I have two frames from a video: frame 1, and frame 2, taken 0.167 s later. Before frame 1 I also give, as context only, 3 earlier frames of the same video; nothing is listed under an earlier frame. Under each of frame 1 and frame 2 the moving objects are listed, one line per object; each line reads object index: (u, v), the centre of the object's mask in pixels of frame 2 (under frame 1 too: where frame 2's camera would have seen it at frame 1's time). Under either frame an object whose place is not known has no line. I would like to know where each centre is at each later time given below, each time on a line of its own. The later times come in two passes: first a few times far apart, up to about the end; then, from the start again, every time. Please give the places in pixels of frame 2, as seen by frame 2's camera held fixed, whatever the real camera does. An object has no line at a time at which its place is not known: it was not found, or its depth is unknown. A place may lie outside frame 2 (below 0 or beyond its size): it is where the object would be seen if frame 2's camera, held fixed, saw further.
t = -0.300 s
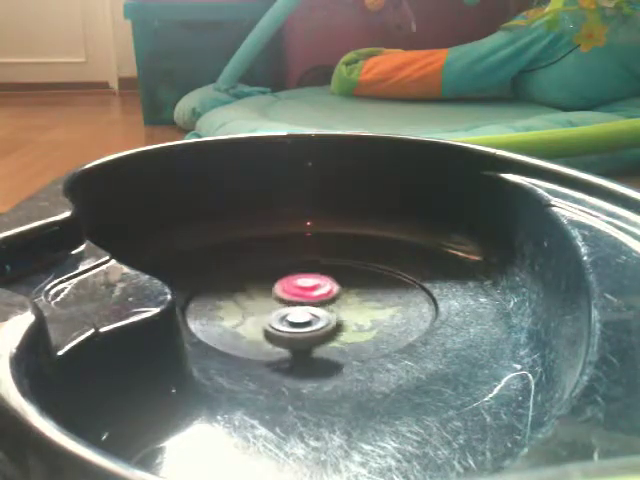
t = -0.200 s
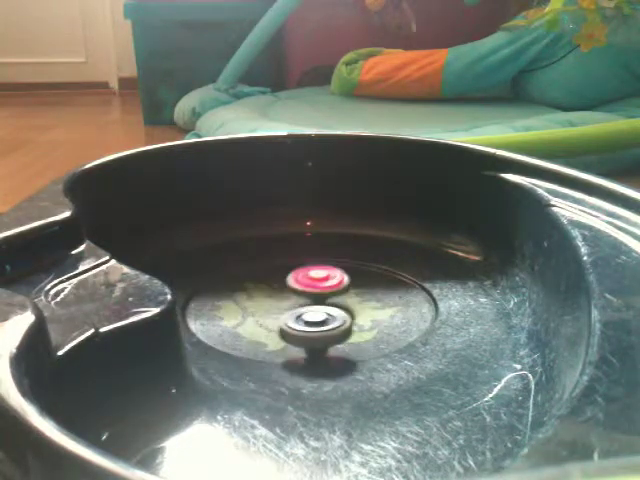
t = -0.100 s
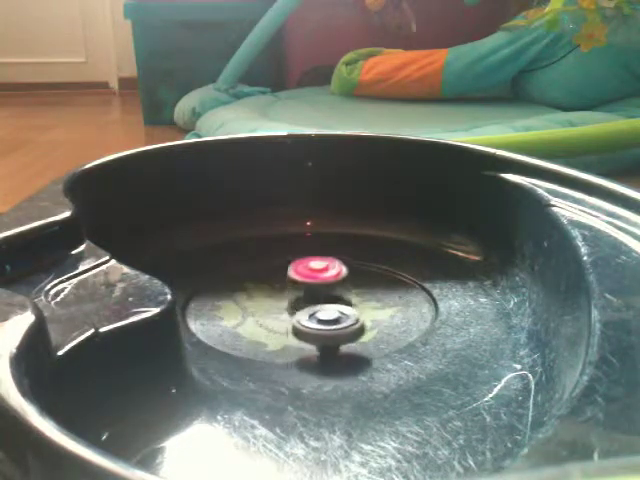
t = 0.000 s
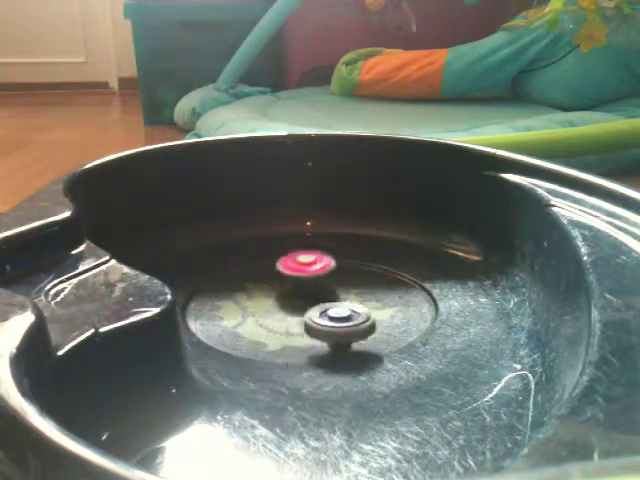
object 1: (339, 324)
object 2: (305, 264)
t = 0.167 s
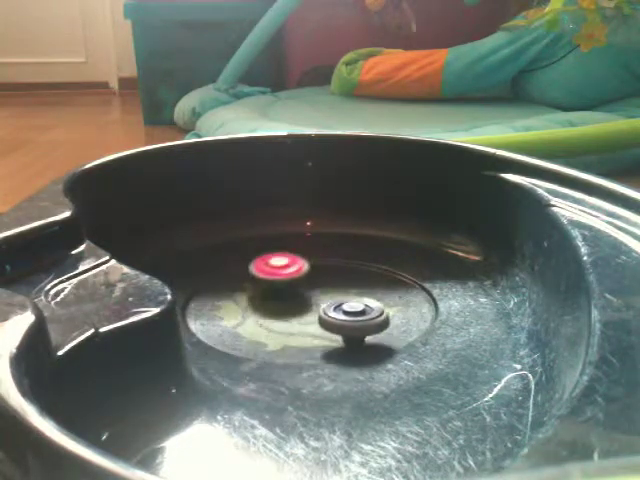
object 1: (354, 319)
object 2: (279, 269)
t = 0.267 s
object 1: (359, 315)
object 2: (276, 278)
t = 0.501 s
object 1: (377, 307)
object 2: (308, 289)
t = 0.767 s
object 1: (388, 298)
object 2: (314, 281)
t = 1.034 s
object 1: (381, 291)
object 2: (305, 281)
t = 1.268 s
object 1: (375, 285)
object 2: (295, 288)
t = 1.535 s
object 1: (363, 280)
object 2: (283, 300)
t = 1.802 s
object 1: (352, 272)
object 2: (306, 305)
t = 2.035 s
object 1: (339, 266)
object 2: (306, 310)
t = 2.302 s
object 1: (323, 264)
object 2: (314, 302)
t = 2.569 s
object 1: (314, 261)
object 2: (281, 303)
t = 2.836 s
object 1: (302, 263)
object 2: (289, 312)
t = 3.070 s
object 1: (295, 266)
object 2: (311, 301)
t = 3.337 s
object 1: (282, 258)
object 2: (335, 311)
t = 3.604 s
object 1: (272, 262)
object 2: (342, 301)
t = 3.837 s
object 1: (267, 268)
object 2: (309, 293)
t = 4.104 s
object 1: (261, 275)
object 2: (294, 302)
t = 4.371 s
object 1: (263, 285)
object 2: (317, 303)
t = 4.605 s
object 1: (267, 291)
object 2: (336, 295)
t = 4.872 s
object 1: (262, 297)
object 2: (336, 280)
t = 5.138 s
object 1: (263, 299)
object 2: (305, 276)
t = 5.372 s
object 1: (250, 311)
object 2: (314, 270)
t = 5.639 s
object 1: (260, 313)
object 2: (318, 273)
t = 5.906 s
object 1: (277, 310)
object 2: (335, 288)
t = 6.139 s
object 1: (287, 306)
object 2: (370, 289)
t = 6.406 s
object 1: (305, 302)
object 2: (370, 278)
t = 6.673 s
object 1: (297, 304)
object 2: (342, 273)
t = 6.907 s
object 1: (308, 307)
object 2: (310, 274)
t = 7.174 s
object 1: (312, 312)
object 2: (287, 277)
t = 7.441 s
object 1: (325, 315)
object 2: (291, 282)
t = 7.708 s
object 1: (333, 313)
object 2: (298, 278)
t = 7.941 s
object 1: (334, 309)
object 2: (306, 279)
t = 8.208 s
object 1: (339, 306)
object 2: (310, 273)
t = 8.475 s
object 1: (343, 303)
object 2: (300, 276)
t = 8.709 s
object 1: (353, 304)
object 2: (286, 275)
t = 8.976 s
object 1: (354, 301)
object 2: (296, 286)
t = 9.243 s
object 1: (364, 301)
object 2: (295, 285)
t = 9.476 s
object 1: (361, 298)
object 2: (301, 286)
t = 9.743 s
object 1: (356, 296)
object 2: (290, 281)
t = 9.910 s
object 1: (350, 294)
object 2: (273, 281)
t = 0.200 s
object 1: (355, 318)
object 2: (276, 271)
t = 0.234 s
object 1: (357, 317)
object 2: (275, 274)
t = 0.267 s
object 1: (359, 315)
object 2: (276, 278)
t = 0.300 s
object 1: (360, 314)
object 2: (278, 281)
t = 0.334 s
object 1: (361, 312)
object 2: (283, 284)
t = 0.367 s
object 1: (362, 310)
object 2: (289, 287)
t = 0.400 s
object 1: (363, 309)
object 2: (296, 289)
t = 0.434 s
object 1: (363, 307)
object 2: (303, 291)
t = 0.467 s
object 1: (369, 307)
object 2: (306, 291)
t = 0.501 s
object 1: (377, 307)
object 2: (308, 289)
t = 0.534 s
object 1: (381, 307)
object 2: (310, 287)
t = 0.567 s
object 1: (383, 306)
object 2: (312, 286)
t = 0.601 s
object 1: (385, 304)
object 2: (314, 285)
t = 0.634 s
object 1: (386, 303)
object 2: (315, 283)
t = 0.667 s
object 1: (387, 302)
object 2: (316, 283)
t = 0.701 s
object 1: (387, 300)
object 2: (316, 282)
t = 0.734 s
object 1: (388, 299)
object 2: (315, 281)
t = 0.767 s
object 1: (388, 298)
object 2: (314, 281)
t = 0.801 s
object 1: (388, 297)
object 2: (312, 281)
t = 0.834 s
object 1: (387, 296)
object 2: (310, 280)
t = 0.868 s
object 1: (387, 295)
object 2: (308, 280)
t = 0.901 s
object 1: (386, 294)
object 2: (307, 280)
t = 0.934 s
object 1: (385, 293)
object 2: (306, 280)
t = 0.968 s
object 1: (384, 293)
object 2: (306, 280)
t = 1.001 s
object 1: (383, 292)
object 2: (305, 280)
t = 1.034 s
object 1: (381, 291)
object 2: (305, 281)
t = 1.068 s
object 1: (380, 290)
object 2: (305, 281)
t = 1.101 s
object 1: (378, 289)
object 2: (305, 283)
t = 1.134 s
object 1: (376, 288)
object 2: (304, 284)
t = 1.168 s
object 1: (374, 287)
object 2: (304, 285)
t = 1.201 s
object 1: (372, 286)
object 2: (304, 286)
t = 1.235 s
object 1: (371, 286)
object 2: (302, 287)
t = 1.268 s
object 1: (375, 285)
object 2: (295, 288)
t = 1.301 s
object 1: (375, 284)
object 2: (290, 289)
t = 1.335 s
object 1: (374, 283)
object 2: (286, 290)
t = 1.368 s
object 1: (373, 283)
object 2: (283, 291)
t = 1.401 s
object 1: (371, 282)
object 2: (281, 293)
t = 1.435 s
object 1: (370, 282)
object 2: (281, 295)
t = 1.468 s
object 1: (368, 281)
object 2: (280, 297)
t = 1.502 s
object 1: (366, 281)
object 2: (281, 298)
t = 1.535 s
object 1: (363, 280)
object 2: (283, 300)
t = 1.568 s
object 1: (360, 280)
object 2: (285, 301)
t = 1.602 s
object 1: (358, 279)
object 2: (289, 302)
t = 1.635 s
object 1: (356, 279)
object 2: (294, 303)
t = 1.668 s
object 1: (353, 279)
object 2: (299, 303)
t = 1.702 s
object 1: (351, 278)
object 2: (305, 302)
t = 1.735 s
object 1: (349, 277)
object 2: (309, 301)
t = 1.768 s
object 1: (349, 275)
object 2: (310, 302)
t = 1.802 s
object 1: (352, 272)
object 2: (306, 305)
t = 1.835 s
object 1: (352, 270)
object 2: (306, 307)
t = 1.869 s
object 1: (351, 269)
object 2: (305, 308)
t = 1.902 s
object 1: (349, 271)
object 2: (304, 310)
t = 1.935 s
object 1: (347, 267)
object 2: (304, 310)
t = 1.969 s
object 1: (344, 266)
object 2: (305, 311)
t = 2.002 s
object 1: (341, 266)
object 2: (305, 311)
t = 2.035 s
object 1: (339, 266)
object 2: (306, 310)
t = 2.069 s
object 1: (337, 265)
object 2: (307, 309)
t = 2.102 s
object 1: (335, 265)
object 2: (309, 309)
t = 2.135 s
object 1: (332, 264)
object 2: (310, 308)
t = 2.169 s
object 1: (330, 264)
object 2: (312, 307)
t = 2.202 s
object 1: (328, 264)
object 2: (313, 306)
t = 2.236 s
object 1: (326, 264)
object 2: (314, 305)
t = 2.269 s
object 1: (324, 264)
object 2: (313, 303)
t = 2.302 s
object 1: (323, 264)
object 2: (314, 302)
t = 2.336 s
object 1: (321, 264)
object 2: (311, 300)
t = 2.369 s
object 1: (319, 264)
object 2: (309, 299)
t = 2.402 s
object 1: (317, 264)
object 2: (310, 298)
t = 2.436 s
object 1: (316, 263)
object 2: (302, 296)
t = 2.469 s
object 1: (318, 262)
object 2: (295, 297)
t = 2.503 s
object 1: (318, 261)
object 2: (289, 299)
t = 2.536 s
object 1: (317, 260)
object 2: (284, 301)
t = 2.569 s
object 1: (314, 261)
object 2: (281, 303)
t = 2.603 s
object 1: (313, 260)
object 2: (278, 305)
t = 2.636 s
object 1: (311, 260)
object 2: (277, 307)
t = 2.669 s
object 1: (309, 261)
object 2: (277, 308)
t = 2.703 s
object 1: (308, 261)
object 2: (278, 310)
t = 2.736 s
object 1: (307, 261)
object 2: (280, 311)
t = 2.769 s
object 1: (305, 261)
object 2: (283, 312)
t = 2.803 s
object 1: (304, 262)
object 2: (286, 312)
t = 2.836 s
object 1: (302, 263)
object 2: (289, 312)
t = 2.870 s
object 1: (301, 263)
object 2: (293, 311)
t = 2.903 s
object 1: (300, 264)
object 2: (297, 311)
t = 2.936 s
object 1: (299, 264)
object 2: (301, 309)
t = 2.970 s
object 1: (298, 265)
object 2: (305, 308)
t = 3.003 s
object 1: (297, 265)
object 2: (307, 306)
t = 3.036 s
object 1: (296, 266)
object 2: (308, 304)
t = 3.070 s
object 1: (295, 266)
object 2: (311, 301)
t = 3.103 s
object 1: (294, 267)
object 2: (310, 300)
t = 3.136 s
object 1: (293, 265)
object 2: (313, 300)
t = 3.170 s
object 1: (291, 262)
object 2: (315, 304)
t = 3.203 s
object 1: (290, 258)
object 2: (318, 306)
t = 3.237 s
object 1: (289, 257)
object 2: (321, 309)
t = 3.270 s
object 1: (287, 257)
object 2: (326, 310)
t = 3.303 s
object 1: (284, 257)
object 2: (331, 311)
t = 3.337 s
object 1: (282, 258)
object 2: (335, 311)
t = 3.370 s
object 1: (281, 258)
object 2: (339, 311)
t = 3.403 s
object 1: (279, 258)
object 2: (341, 310)
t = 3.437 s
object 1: (276, 259)
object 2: (344, 309)
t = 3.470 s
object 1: (275, 259)
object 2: (345, 308)
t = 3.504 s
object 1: (275, 260)
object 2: (345, 306)
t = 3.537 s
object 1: (274, 261)
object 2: (346, 305)
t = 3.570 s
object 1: (273, 261)
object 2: (344, 303)
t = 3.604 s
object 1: (272, 262)
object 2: (342, 301)
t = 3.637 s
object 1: (272, 263)
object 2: (339, 299)
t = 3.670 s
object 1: (271, 264)
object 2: (334, 297)
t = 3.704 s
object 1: (271, 265)
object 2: (330, 295)
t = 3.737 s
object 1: (271, 266)
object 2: (324, 294)
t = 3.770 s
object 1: (270, 267)
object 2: (318, 293)
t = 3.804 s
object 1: (269, 268)
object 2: (312, 292)
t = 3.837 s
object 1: (267, 268)
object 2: (309, 293)
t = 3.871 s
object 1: (265, 268)
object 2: (306, 294)
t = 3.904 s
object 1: (264, 269)
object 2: (303, 295)
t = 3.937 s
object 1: (263, 269)
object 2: (300, 296)
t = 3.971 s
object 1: (263, 270)
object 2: (297, 297)
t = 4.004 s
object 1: (262, 271)
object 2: (296, 299)
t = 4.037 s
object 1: (262, 272)
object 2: (294, 300)
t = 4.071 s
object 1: (262, 273)
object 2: (294, 301)
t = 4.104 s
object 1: (261, 275)
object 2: (294, 302)
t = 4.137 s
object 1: (261, 276)
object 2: (296, 302)
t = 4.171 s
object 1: (261, 278)
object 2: (297, 303)
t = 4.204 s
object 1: (261, 279)
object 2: (299, 303)
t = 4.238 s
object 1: (261, 280)
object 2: (302, 303)
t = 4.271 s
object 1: (261, 282)
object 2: (306, 304)
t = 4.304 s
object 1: (262, 283)
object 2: (310, 303)
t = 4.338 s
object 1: (262, 284)
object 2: (314, 304)
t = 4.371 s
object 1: (263, 285)
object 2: (317, 303)
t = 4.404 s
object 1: (264, 286)
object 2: (320, 303)
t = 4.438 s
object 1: (264, 287)
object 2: (322, 302)
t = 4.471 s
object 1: (265, 288)
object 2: (325, 301)
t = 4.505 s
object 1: (265, 289)
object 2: (329, 300)
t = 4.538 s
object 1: (265, 290)
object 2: (332, 298)
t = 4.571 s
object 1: (266, 290)
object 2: (334, 297)
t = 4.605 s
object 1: (267, 291)
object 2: (336, 295)
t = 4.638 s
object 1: (267, 292)
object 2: (337, 293)
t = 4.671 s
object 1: (268, 293)
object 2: (337, 292)
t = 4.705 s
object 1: (269, 293)
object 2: (336, 290)
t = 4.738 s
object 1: (269, 294)
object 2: (335, 288)
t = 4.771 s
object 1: (264, 294)
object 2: (336, 286)
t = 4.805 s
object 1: (263, 295)
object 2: (337, 284)
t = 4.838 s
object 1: (262, 296)
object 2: (337, 282)
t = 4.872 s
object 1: (262, 297)
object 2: (336, 280)
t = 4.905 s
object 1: (262, 297)
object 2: (333, 278)
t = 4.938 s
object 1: (263, 297)
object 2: (330, 277)
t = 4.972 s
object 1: (263, 298)
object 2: (326, 275)
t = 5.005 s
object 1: (263, 298)
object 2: (322, 276)
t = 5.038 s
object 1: (263, 299)
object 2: (316, 276)
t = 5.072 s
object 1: (263, 299)
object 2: (312, 275)
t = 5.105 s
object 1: (263, 299)
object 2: (308, 276)
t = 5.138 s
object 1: (263, 299)
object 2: (305, 276)
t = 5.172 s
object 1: (256, 302)
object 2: (307, 275)
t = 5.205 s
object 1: (251, 305)
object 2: (309, 274)
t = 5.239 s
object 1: (249, 308)
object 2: (311, 273)
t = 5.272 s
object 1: (249, 309)
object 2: (312, 271)
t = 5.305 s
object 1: (249, 310)
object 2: (313, 271)
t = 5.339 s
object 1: (250, 310)
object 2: (313, 271)
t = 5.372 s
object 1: (250, 311)
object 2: (314, 270)
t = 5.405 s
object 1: (251, 311)
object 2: (314, 269)
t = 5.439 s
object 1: (252, 312)
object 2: (314, 269)
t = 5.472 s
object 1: (253, 312)
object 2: (315, 270)
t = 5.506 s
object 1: (254, 312)
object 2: (315, 270)
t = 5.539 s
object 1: (256, 313)
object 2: (316, 271)
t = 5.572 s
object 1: (257, 313)
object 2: (316, 271)
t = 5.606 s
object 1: (258, 313)
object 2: (317, 272)
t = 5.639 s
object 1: (260, 313)
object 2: (318, 273)
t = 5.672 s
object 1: (262, 313)
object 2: (319, 275)
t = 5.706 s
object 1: (263, 312)
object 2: (319, 278)
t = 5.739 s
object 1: (265, 312)
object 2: (321, 280)
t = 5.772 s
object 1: (267, 311)
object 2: (323, 281)
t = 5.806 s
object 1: (269, 311)
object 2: (326, 283)
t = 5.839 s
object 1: (272, 311)
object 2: (329, 285)
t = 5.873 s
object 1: (274, 310)
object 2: (331, 287)
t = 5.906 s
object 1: (277, 310)
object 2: (335, 288)
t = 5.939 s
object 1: (280, 309)
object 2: (338, 289)
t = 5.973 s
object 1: (283, 309)
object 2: (341, 291)
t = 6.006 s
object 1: (286, 308)
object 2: (345, 292)
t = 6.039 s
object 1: (288, 307)
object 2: (349, 292)
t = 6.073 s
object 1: (285, 307)
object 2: (357, 291)
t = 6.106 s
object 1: (285, 307)
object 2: (364, 291)
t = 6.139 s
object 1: (287, 306)
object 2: (370, 289)
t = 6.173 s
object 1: (289, 306)
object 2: (374, 288)
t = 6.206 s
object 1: (291, 305)
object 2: (377, 287)
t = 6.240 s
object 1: (293, 305)
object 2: (380, 285)
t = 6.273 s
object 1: (295, 304)
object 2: (381, 283)
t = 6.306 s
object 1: (297, 304)
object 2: (381, 282)
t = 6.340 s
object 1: (300, 303)
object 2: (379, 280)
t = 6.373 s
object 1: (302, 302)
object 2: (375, 279)
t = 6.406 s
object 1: (305, 302)
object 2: (370, 278)
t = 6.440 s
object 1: (307, 301)
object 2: (364, 278)
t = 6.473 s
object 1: (309, 300)
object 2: (359, 278)
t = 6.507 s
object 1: (310, 300)
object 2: (355, 277)
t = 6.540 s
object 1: (306, 301)
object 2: (353, 276)
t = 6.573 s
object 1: (301, 303)
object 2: (352, 275)
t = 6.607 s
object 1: (298, 304)
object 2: (349, 274)
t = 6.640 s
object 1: (297, 304)
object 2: (346, 273)
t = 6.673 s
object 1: (297, 304)
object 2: (342, 273)
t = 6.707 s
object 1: (298, 304)
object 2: (337, 271)
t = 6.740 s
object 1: (299, 305)
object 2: (332, 270)
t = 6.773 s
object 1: (300, 305)
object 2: (328, 271)
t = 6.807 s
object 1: (301, 305)
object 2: (323, 271)
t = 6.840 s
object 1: (303, 305)
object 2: (319, 272)
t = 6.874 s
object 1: (308, 307)
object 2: (314, 273)
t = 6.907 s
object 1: (308, 307)
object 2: (310, 274)
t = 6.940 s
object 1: (307, 308)
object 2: (307, 274)
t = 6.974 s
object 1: (306, 309)
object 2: (305, 275)
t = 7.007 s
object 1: (306, 310)
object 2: (302, 275)
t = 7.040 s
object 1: (306, 311)
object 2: (298, 275)
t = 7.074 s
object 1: (308, 311)
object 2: (295, 275)
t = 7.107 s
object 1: (310, 311)
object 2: (292, 275)
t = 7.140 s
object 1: (311, 311)
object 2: (290, 276)
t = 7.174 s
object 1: (312, 312)
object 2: (287, 277)
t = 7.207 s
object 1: (313, 311)
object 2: (285, 279)
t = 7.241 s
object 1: (314, 311)
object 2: (284, 280)
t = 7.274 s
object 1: (314, 312)
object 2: (284, 282)
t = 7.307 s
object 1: (316, 312)
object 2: (285, 284)
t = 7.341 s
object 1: (317, 312)
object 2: (286, 285)
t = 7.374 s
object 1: (321, 314)
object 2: (288, 284)
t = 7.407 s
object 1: (323, 315)
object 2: (289, 283)
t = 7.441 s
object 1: (325, 315)
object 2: (291, 282)
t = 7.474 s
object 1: (326, 315)
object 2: (291, 282)
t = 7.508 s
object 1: (327, 315)
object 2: (292, 281)
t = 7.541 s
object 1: (329, 314)
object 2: (292, 281)
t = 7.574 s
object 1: (330, 314)
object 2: (293, 280)
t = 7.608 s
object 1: (330, 314)
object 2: (294, 279)
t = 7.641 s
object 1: (331, 314)
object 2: (296, 279)
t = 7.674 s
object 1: (332, 313)
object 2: (297, 278)
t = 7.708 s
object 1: (333, 313)
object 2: (298, 278)
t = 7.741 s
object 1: (333, 312)
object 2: (299, 278)
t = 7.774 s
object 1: (333, 312)
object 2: (300, 278)
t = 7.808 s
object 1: (334, 311)
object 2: (301, 278)
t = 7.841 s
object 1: (334, 311)
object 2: (302, 278)
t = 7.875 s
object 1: (334, 310)
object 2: (303, 278)
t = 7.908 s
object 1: (334, 309)
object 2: (305, 279)
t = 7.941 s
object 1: (334, 309)
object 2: (306, 279)
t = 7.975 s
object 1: (335, 308)
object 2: (308, 279)
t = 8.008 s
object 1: (336, 308)
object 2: (311, 278)
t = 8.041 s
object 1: (337, 308)
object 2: (313, 276)
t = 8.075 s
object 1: (337, 308)
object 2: (313, 276)
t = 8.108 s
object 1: (338, 307)
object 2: (313, 275)
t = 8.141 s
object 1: (338, 307)
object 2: (313, 274)
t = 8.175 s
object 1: (338, 307)
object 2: (312, 273)
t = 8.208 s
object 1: (339, 306)
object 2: (310, 273)
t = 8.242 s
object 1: (339, 305)
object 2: (309, 272)
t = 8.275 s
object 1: (339, 304)
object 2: (307, 272)
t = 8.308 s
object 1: (339, 304)
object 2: (306, 273)
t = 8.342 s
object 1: (339, 303)
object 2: (304, 273)
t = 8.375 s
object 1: (339, 303)
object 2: (303, 274)
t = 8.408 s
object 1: (339, 302)
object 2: (302, 274)
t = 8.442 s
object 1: (339, 301)
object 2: (301, 276)
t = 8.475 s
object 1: (343, 303)
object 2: (300, 276)
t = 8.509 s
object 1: (348, 304)
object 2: (297, 276)
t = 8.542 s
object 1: (350, 305)
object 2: (295, 275)
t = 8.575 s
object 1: (351, 305)
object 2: (293, 275)
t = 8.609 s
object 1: (351, 305)
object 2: (291, 275)
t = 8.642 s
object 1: (352, 305)
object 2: (290, 275)
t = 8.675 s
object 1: (352, 304)
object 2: (288, 274)
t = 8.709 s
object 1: (353, 304)
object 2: (286, 275)
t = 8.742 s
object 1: (353, 304)
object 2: (285, 276)
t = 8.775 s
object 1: (353, 303)
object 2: (285, 278)
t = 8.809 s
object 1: (353, 303)
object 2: (285, 279)
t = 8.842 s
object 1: (353, 303)
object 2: (286, 281)
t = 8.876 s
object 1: (354, 302)
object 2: (288, 282)
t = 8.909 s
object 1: (354, 302)
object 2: (291, 284)
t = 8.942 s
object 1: (354, 301)
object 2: (293, 285)
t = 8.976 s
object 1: (354, 301)
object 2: (296, 286)
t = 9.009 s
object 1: (359, 302)
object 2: (296, 286)
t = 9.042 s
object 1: (362, 302)
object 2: (295, 285)
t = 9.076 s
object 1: (363, 302)
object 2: (295, 285)
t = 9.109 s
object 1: (364, 302)
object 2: (294, 285)
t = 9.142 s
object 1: (364, 302)
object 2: (295, 285)
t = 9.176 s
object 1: (364, 301)
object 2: (295, 285)
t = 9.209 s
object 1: (364, 301)
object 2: (295, 285)
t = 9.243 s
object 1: (364, 301)
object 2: (295, 285)
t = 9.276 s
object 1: (364, 300)
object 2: (295, 285)
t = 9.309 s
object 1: (364, 300)
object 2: (296, 285)
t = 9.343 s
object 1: (363, 299)
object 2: (297, 286)
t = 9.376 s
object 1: (362, 299)
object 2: (299, 286)
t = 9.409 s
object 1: (361, 299)
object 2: (300, 287)
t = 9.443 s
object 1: (361, 299)
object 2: (301, 286)
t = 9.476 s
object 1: (361, 298)
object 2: (301, 286)
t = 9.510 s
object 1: (360, 298)
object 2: (300, 285)
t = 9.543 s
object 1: (359, 298)
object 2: (300, 285)
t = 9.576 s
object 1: (358, 297)
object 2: (299, 284)
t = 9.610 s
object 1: (357, 297)
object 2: (298, 284)
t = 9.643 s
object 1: (356, 296)
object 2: (298, 284)
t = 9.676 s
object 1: (355, 296)
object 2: (296, 283)
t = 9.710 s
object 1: (356, 296)
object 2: (293, 282)
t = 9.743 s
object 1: (356, 296)
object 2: (290, 281)
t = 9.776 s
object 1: (355, 296)
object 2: (286, 281)
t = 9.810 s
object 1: (354, 295)
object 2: (282, 280)
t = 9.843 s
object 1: (353, 295)
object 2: (279, 280)
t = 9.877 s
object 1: (351, 294)
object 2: (275, 281)
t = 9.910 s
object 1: (350, 294)
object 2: (273, 281)
